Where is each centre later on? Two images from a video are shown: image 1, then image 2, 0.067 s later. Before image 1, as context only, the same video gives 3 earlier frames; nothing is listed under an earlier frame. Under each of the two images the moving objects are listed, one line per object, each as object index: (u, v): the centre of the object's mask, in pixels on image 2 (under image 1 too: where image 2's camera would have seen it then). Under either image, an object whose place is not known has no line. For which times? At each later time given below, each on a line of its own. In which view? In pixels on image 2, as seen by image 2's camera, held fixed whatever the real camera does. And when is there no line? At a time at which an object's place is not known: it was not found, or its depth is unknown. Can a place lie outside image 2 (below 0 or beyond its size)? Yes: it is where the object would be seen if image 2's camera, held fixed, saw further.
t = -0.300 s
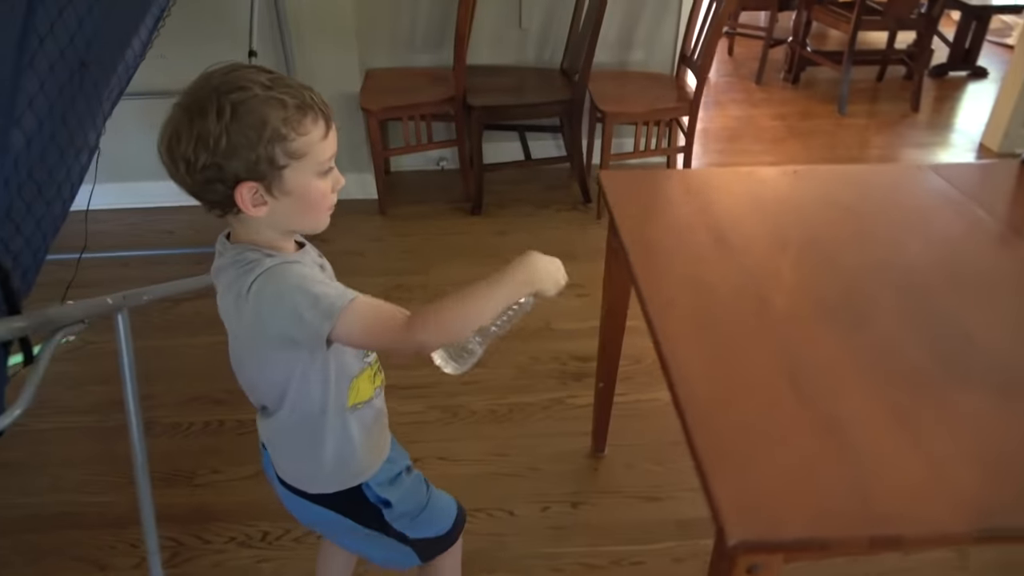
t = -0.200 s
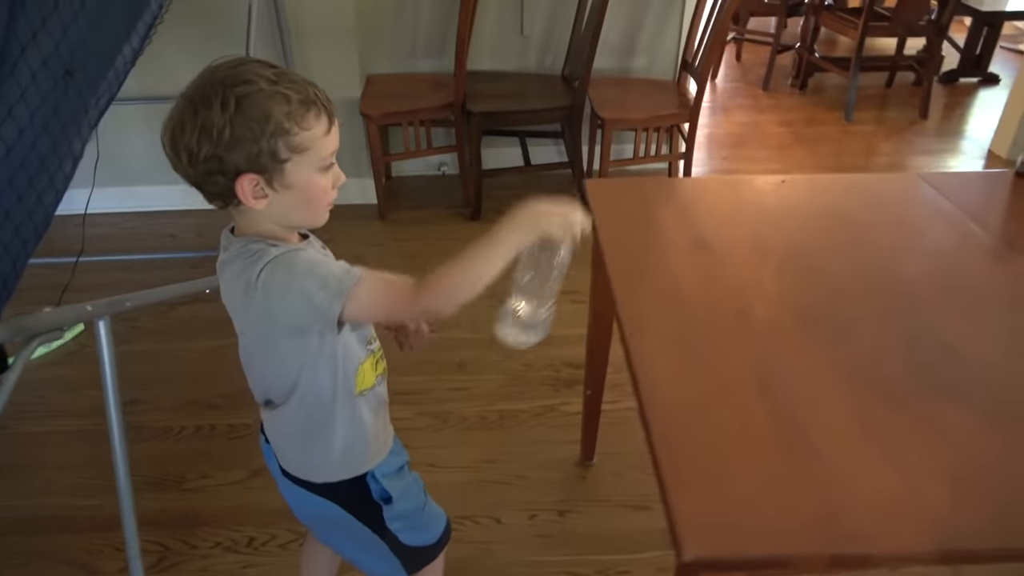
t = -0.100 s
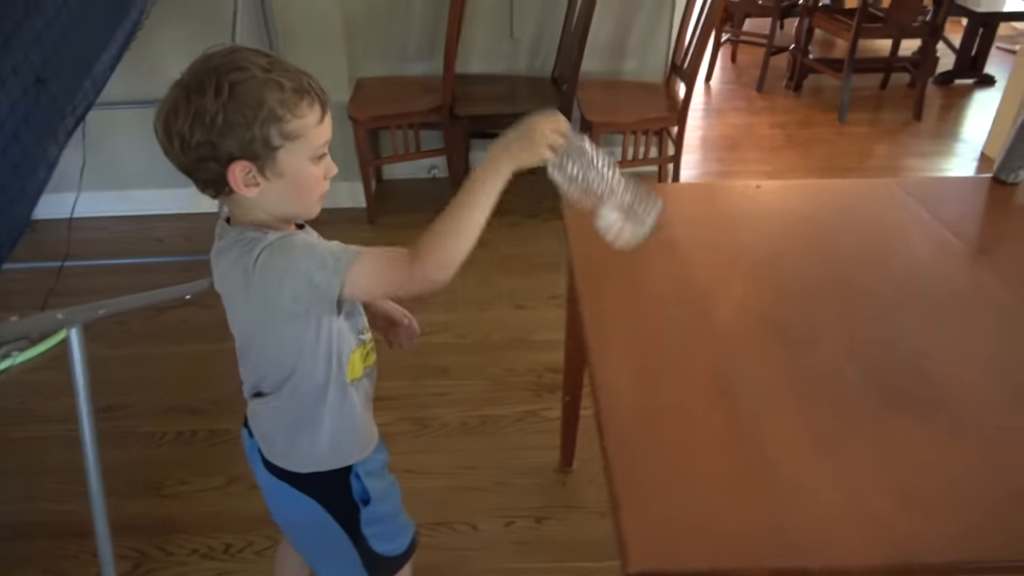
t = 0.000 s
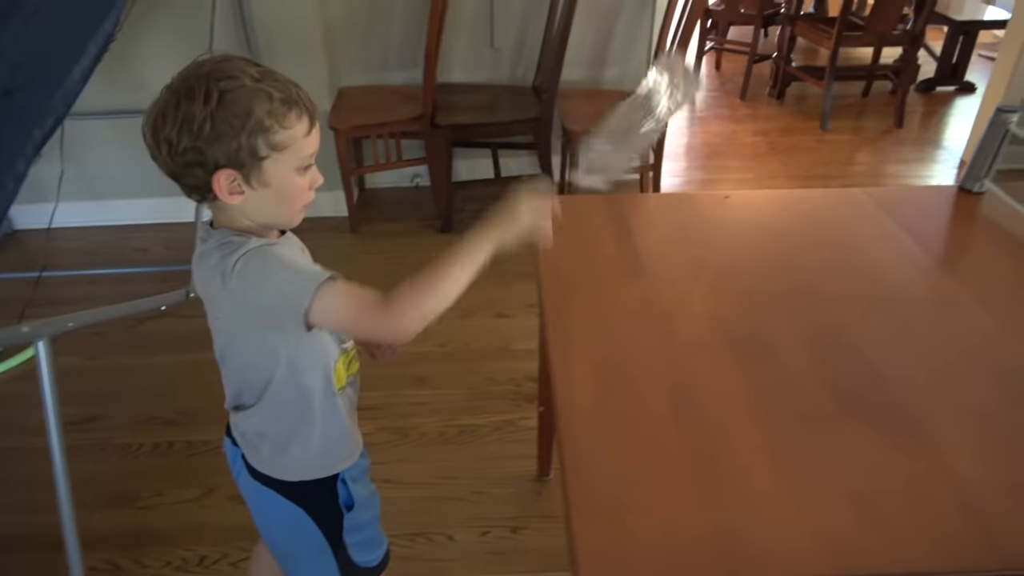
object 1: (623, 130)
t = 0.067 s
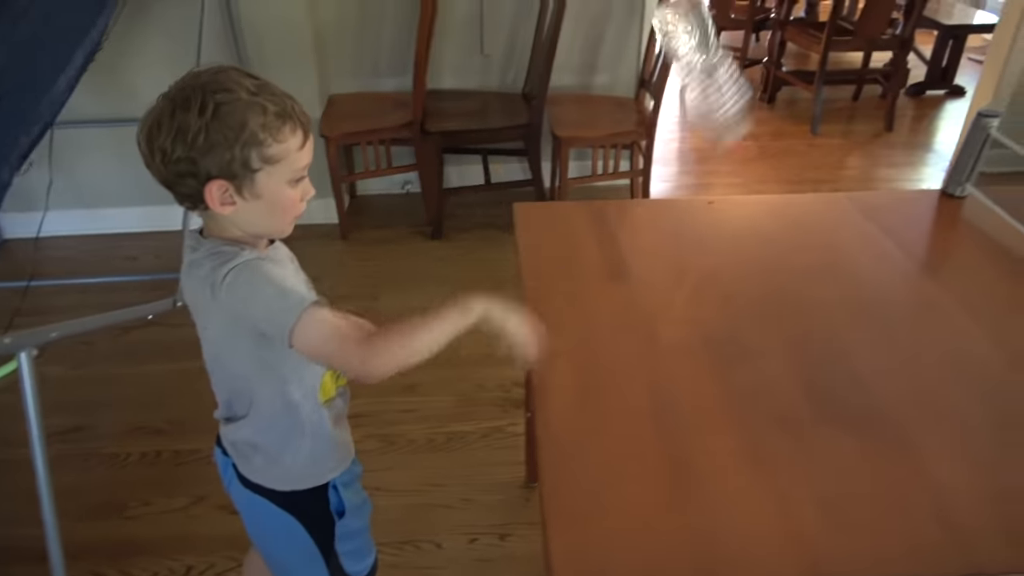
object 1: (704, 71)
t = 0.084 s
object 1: (722, 55)
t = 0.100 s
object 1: (741, 43)
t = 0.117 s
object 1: (754, 27)
